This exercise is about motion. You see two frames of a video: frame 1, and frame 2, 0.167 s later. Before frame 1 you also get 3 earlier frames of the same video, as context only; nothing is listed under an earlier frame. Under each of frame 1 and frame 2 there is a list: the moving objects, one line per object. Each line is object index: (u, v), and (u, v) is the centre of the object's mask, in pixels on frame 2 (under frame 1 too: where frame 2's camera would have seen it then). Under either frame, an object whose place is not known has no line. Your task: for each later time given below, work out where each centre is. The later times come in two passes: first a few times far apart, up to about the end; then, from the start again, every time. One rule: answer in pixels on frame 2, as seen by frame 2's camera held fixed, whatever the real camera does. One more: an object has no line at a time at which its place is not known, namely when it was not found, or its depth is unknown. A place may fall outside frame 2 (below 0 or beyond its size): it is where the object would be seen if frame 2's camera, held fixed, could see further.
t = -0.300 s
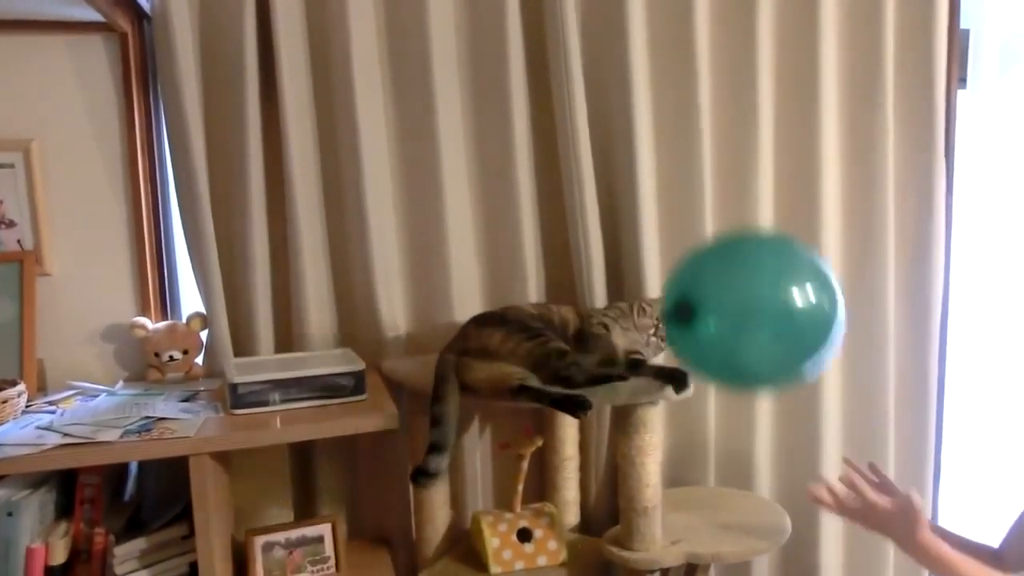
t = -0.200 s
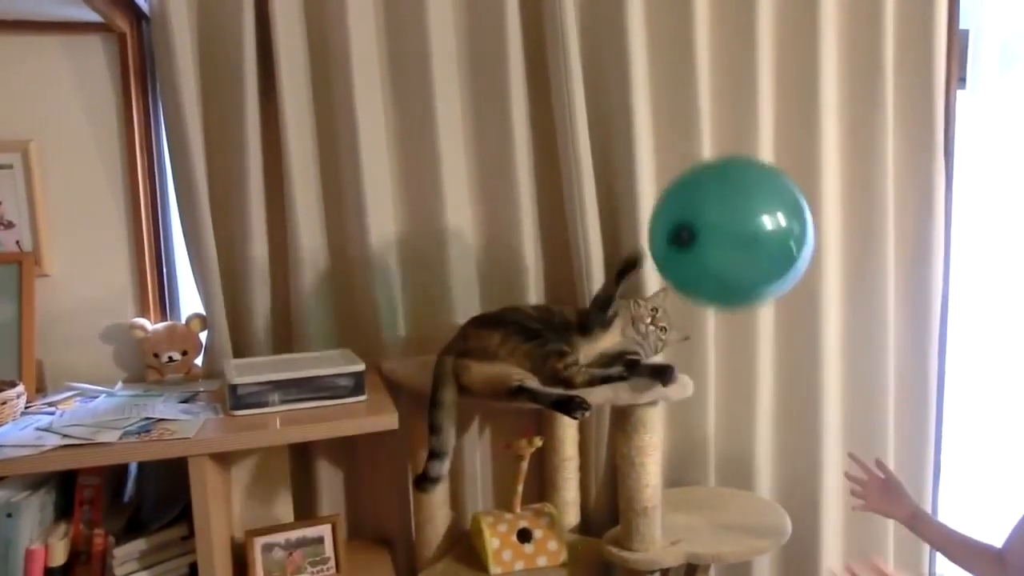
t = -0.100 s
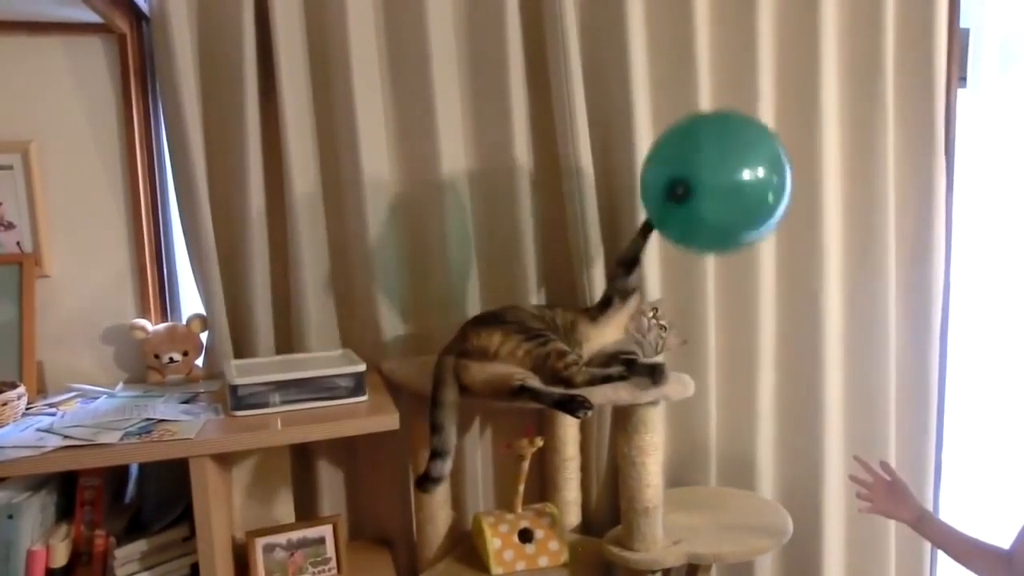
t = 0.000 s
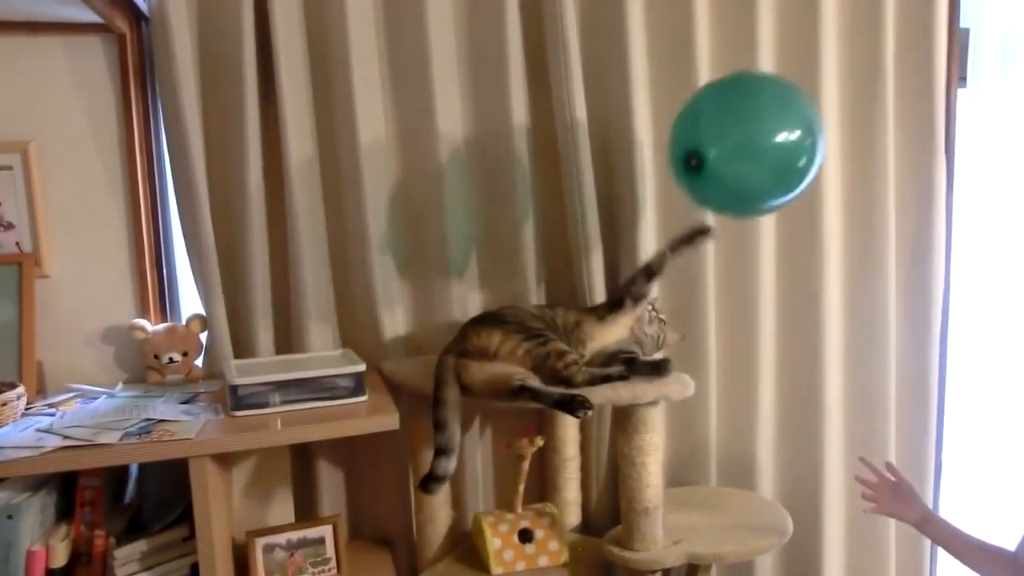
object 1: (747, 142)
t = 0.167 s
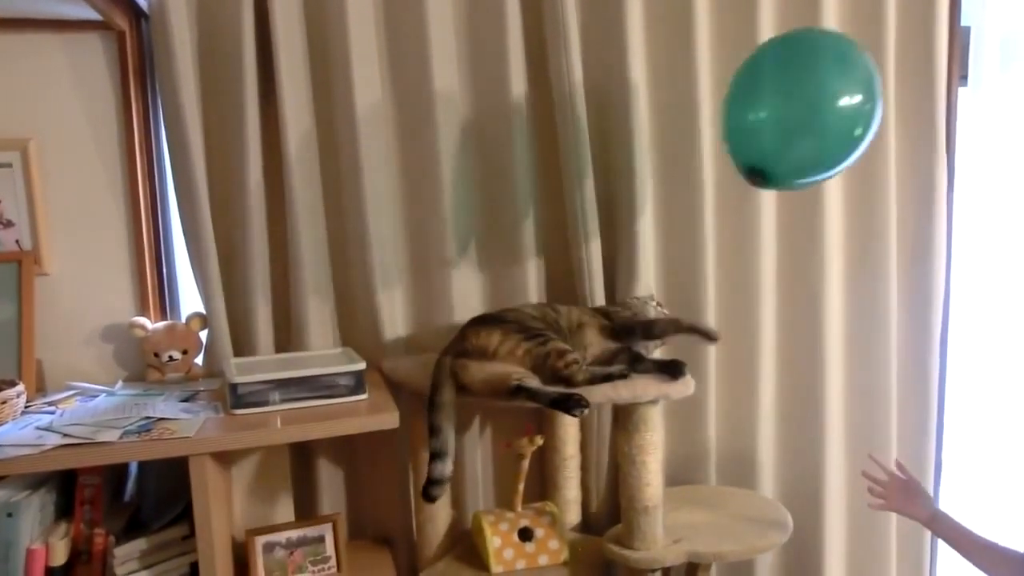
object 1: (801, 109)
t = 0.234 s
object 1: (820, 106)
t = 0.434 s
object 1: (875, 132)
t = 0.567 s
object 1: (910, 174)
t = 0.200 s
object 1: (810, 107)
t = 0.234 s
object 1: (820, 106)
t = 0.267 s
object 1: (830, 108)
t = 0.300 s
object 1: (839, 110)
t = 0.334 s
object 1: (849, 113)
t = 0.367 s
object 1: (858, 118)
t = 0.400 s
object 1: (867, 125)
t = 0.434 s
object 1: (875, 132)
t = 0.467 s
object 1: (883, 140)
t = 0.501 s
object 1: (892, 150)
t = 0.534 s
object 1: (900, 162)
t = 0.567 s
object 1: (910, 174)
